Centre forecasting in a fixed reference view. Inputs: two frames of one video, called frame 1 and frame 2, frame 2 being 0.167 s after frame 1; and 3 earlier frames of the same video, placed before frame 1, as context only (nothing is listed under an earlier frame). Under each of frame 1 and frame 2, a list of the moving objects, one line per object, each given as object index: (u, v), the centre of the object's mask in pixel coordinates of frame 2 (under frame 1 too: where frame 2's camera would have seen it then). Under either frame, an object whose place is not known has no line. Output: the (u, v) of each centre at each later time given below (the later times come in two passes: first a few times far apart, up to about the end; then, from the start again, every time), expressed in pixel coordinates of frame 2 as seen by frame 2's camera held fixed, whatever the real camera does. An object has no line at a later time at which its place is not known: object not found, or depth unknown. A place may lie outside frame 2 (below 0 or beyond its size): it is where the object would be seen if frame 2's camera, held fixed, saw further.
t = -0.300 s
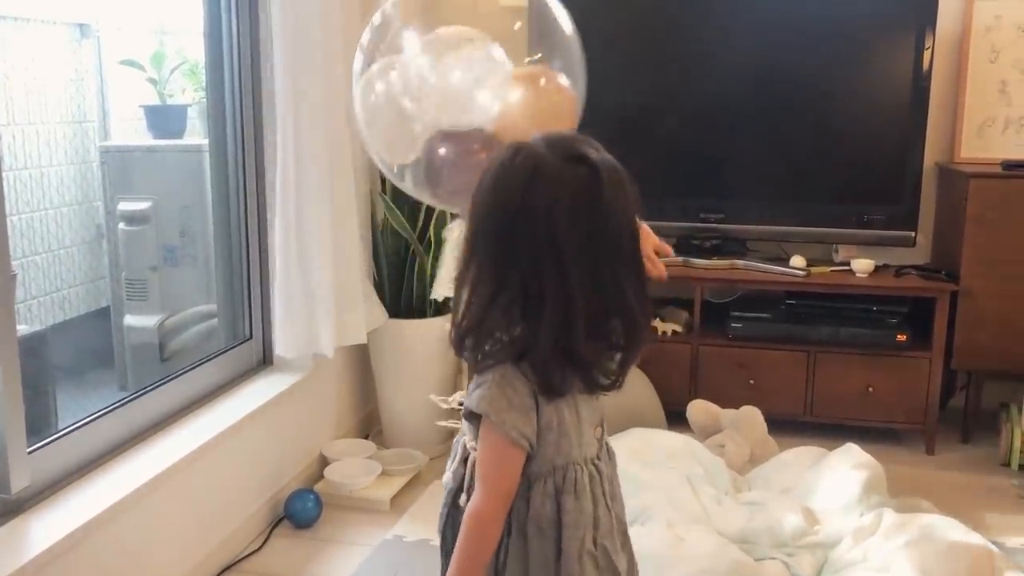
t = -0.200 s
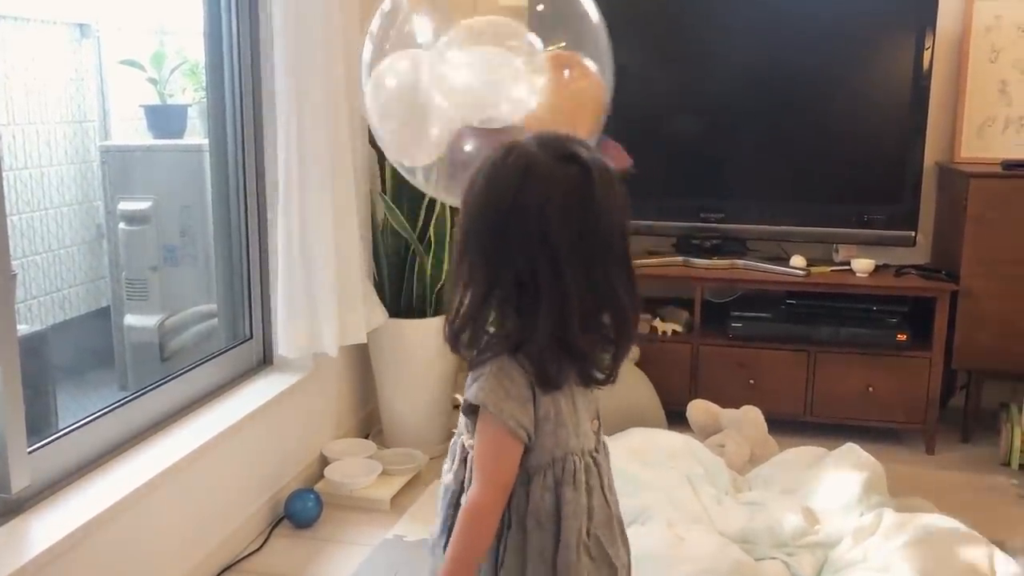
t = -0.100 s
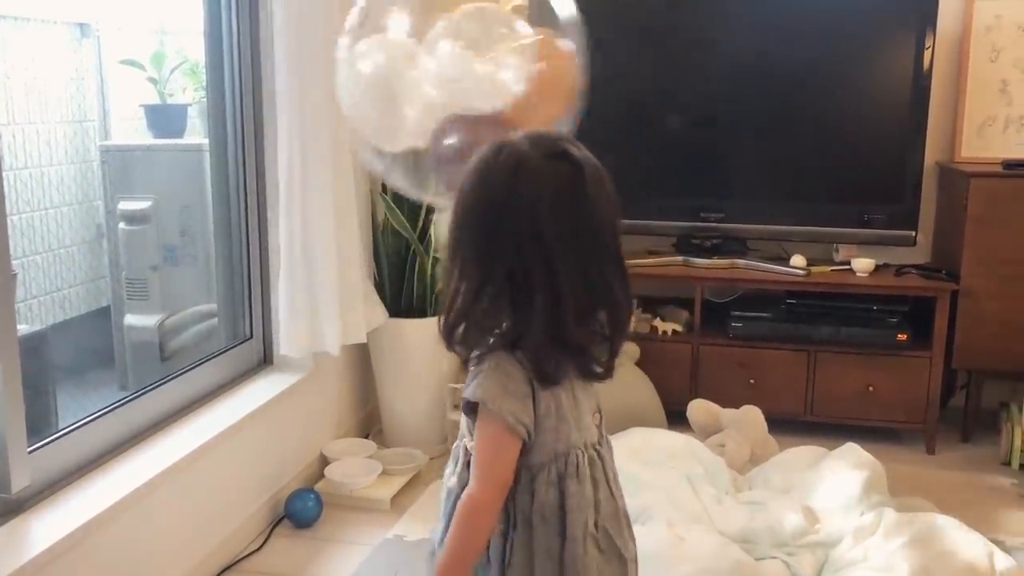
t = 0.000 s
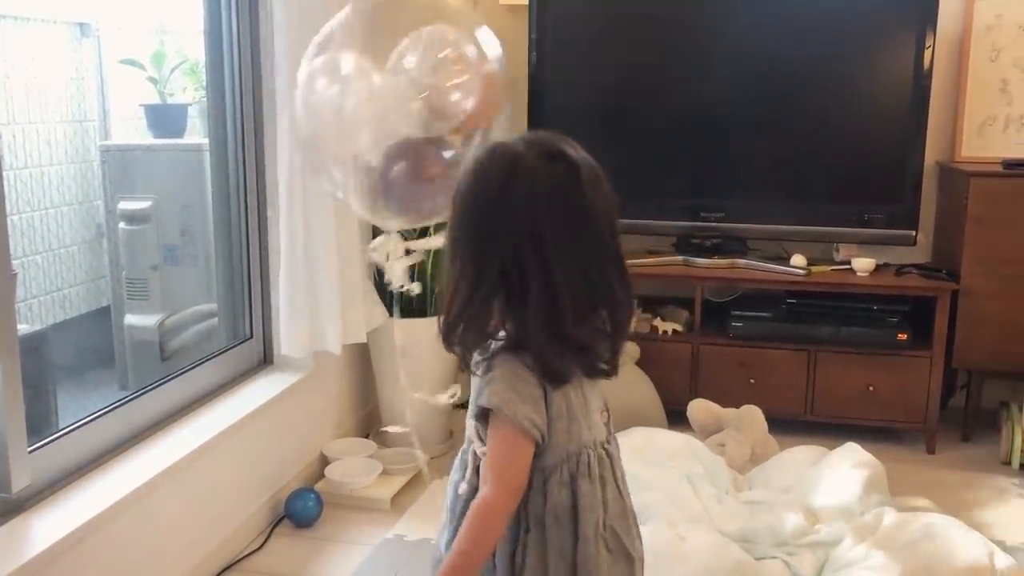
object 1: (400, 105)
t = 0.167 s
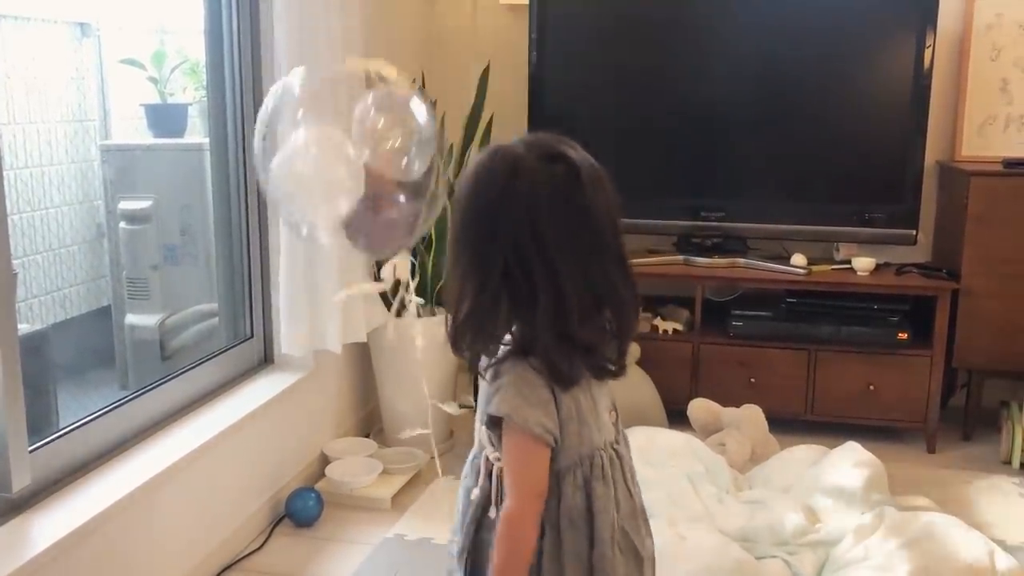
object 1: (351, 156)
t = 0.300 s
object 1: (330, 194)
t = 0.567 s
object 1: (324, 199)
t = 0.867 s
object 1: (335, 147)
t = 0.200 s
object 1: (345, 170)
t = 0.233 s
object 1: (339, 182)
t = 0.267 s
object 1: (334, 189)
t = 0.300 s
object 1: (330, 194)
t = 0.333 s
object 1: (329, 198)
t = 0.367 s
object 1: (327, 200)
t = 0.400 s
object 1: (326, 203)
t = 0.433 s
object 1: (325, 204)
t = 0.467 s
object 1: (325, 204)
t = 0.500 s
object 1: (324, 203)
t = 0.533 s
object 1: (324, 202)
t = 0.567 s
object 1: (324, 199)
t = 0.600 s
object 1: (323, 195)
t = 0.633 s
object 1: (323, 190)
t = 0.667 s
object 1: (323, 184)
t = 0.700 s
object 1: (324, 178)
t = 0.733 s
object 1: (325, 172)
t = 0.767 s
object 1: (326, 166)
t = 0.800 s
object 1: (329, 159)
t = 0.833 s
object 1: (331, 153)
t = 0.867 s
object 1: (335, 147)
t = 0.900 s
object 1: (338, 141)
